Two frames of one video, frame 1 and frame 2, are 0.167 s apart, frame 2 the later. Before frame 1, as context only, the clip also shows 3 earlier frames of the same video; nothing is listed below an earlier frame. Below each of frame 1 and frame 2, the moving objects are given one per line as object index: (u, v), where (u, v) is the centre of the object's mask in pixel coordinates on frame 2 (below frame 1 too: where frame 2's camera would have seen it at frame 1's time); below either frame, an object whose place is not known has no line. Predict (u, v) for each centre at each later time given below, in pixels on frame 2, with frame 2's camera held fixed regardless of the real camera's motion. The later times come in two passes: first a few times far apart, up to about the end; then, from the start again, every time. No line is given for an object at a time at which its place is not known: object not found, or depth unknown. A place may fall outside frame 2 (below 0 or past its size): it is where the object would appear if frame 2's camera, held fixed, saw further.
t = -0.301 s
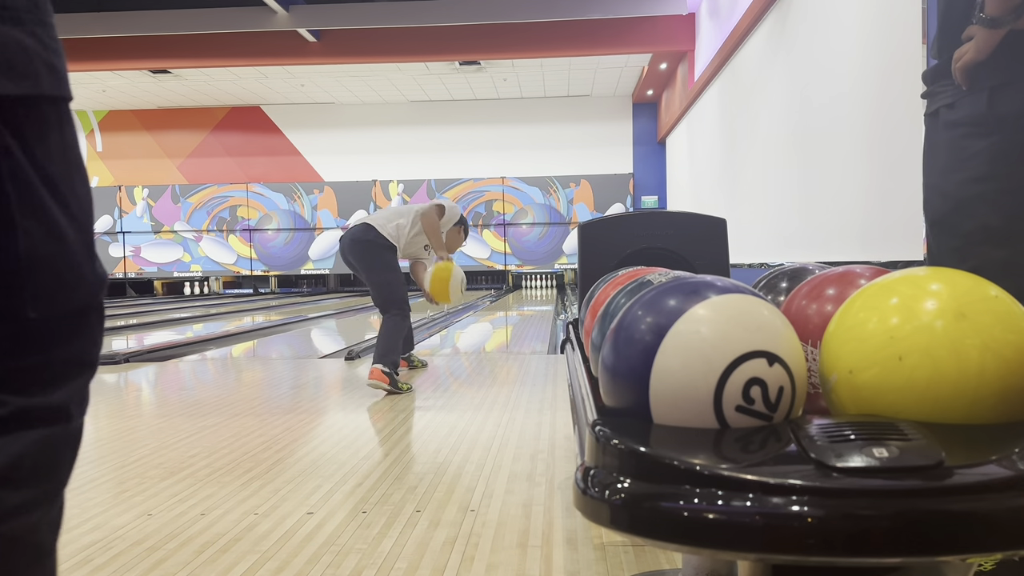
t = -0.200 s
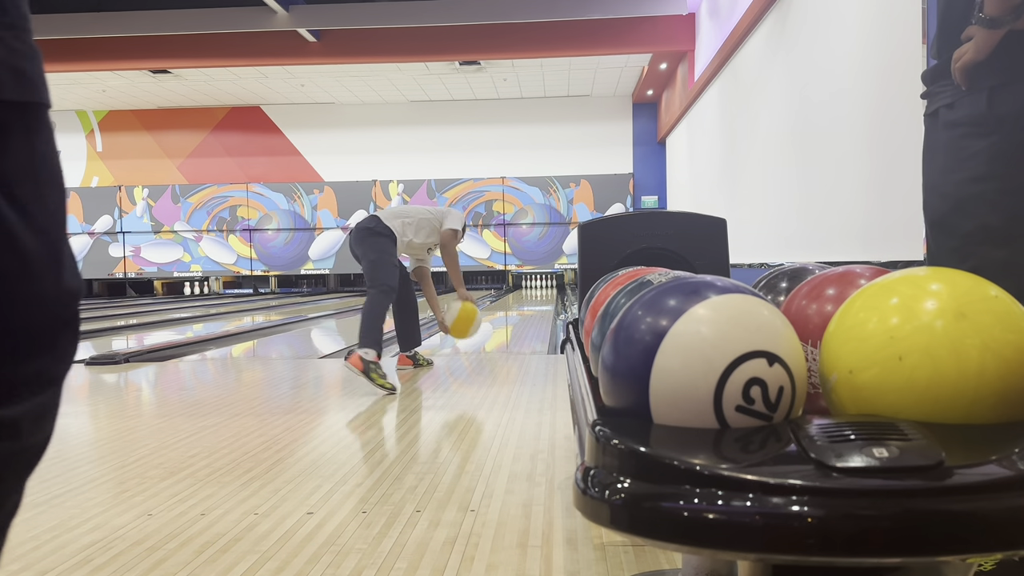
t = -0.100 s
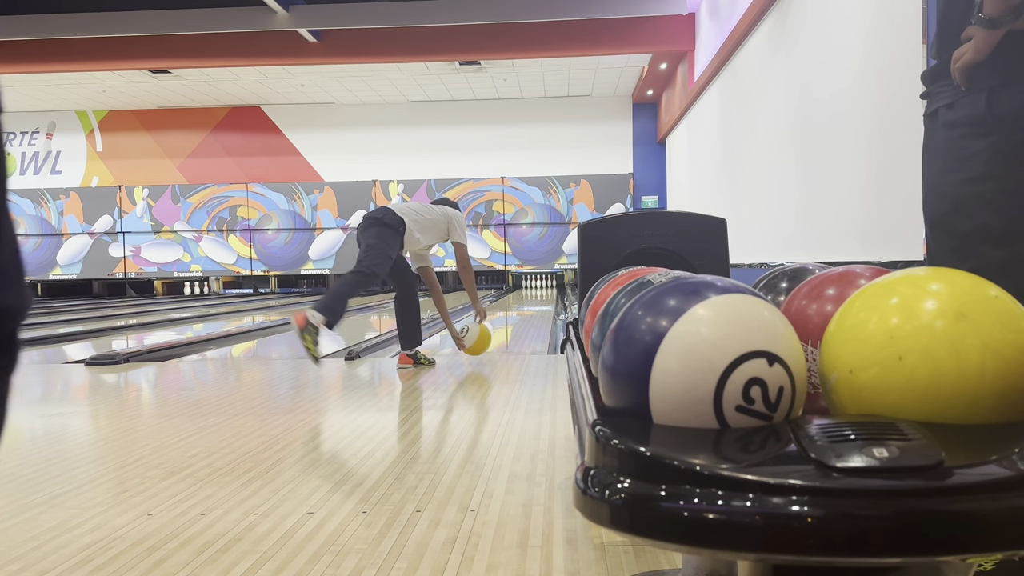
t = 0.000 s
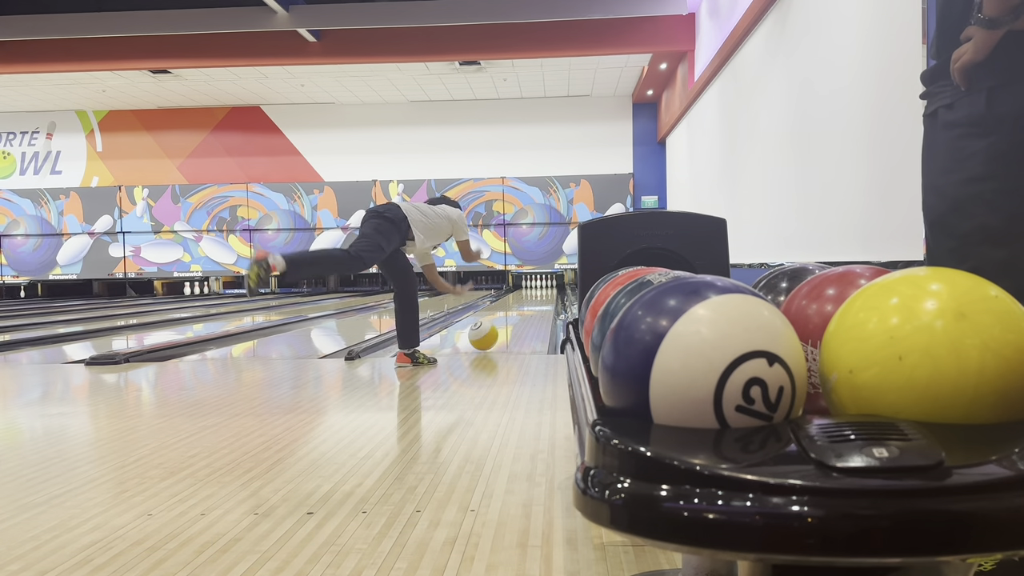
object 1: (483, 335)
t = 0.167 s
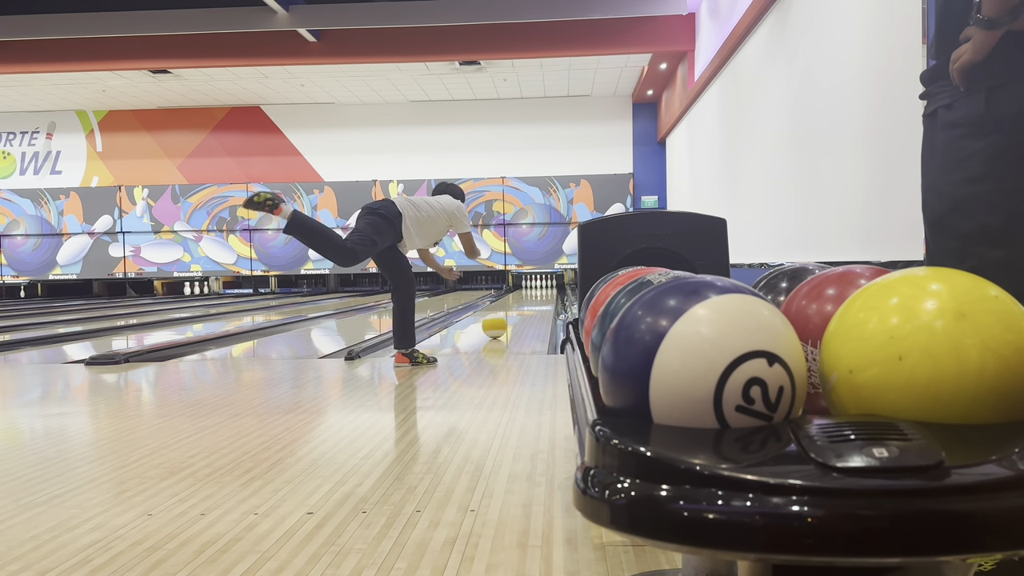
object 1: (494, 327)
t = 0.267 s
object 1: (499, 320)
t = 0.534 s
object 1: (510, 310)
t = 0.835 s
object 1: (517, 302)
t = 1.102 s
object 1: (522, 298)
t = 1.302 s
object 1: (524, 295)
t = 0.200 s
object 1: (496, 324)
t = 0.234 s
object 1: (498, 322)
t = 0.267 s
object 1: (499, 320)
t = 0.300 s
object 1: (501, 319)
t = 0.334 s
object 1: (502, 317)
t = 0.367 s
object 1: (504, 316)
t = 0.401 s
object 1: (505, 315)
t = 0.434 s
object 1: (506, 313)
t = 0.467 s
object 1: (507, 312)
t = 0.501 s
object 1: (509, 311)
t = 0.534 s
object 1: (510, 310)
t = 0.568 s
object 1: (511, 309)
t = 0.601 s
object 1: (512, 308)
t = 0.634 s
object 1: (512, 307)
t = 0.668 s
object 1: (513, 306)
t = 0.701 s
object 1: (514, 305)
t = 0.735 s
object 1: (515, 305)
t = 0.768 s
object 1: (516, 304)
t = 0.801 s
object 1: (516, 303)
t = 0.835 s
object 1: (517, 302)
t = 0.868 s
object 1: (518, 302)
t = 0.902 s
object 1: (518, 301)
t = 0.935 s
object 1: (519, 301)
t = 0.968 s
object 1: (519, 300)
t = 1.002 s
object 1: (520, 299)
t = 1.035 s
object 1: (521, 299)
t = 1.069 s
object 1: (521, 298)
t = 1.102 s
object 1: (522, 298)
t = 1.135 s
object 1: (522, 297)
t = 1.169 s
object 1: (523, 297)
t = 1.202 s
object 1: (523, 296)
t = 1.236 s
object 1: (524, 296)
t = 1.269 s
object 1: (524, 296)
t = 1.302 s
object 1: (524, 295)
